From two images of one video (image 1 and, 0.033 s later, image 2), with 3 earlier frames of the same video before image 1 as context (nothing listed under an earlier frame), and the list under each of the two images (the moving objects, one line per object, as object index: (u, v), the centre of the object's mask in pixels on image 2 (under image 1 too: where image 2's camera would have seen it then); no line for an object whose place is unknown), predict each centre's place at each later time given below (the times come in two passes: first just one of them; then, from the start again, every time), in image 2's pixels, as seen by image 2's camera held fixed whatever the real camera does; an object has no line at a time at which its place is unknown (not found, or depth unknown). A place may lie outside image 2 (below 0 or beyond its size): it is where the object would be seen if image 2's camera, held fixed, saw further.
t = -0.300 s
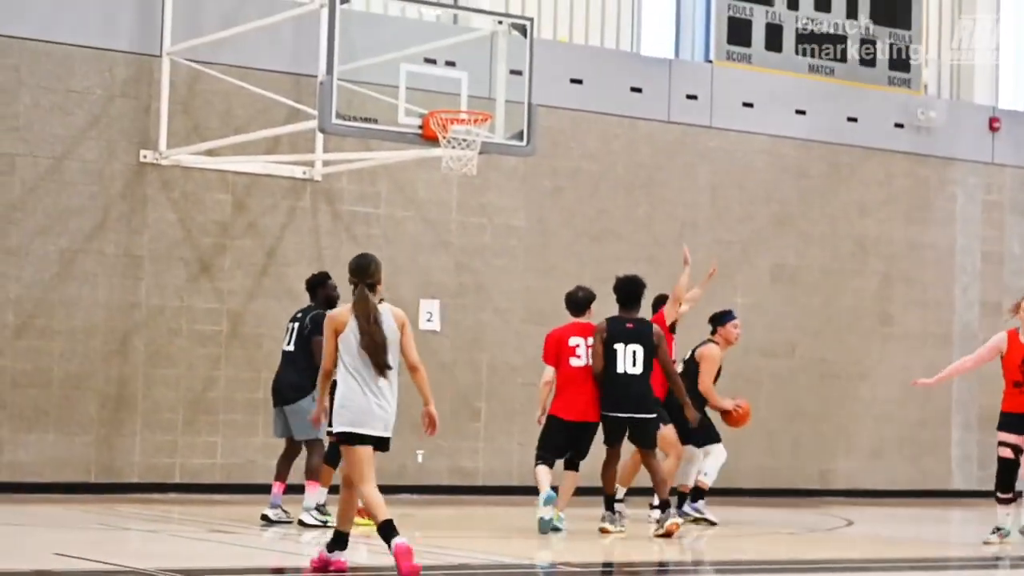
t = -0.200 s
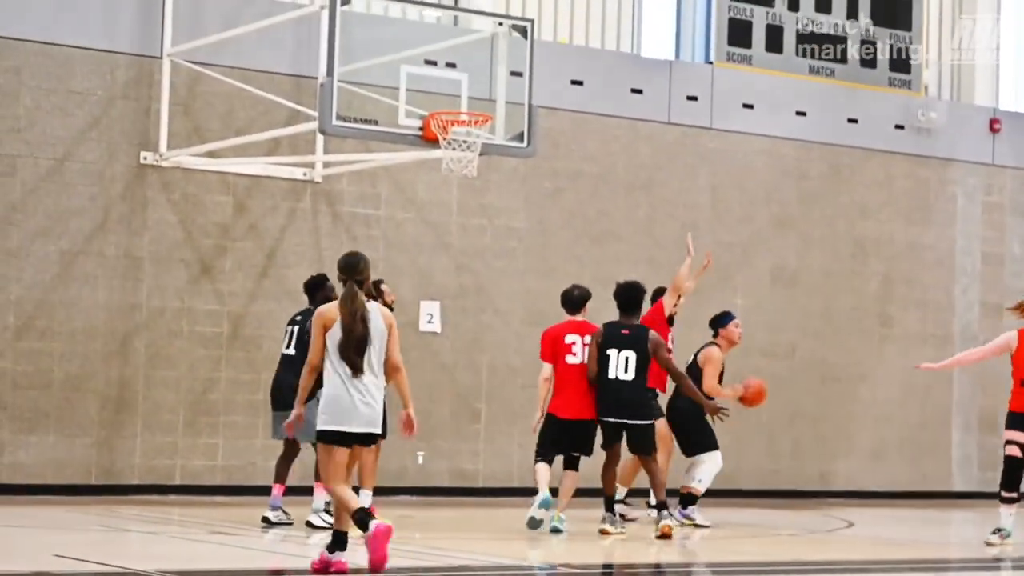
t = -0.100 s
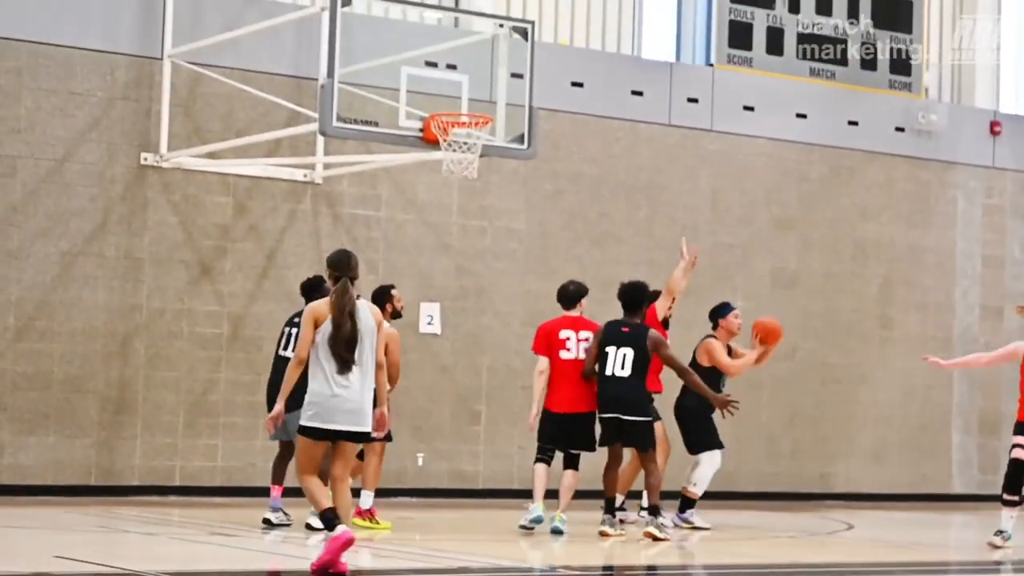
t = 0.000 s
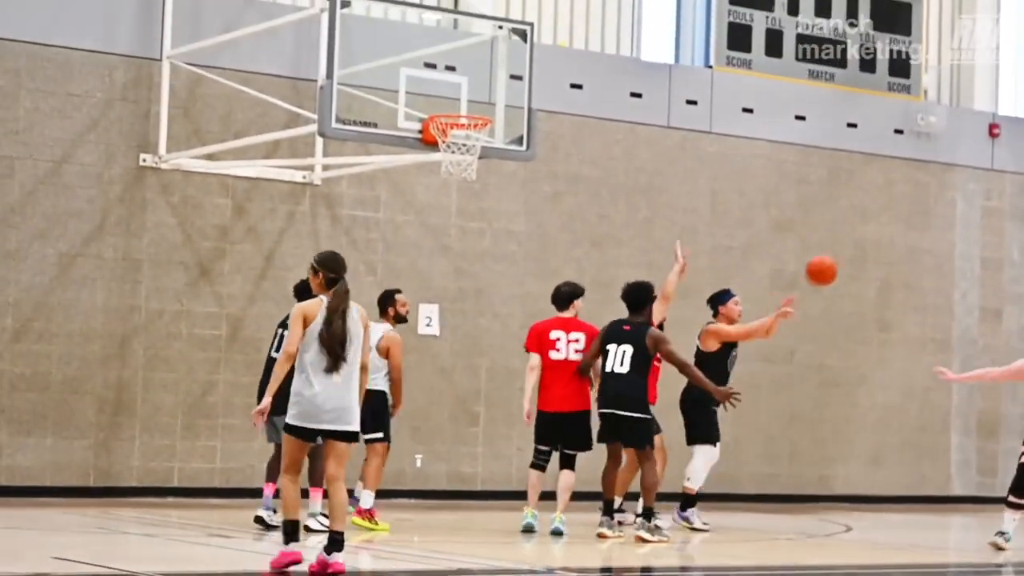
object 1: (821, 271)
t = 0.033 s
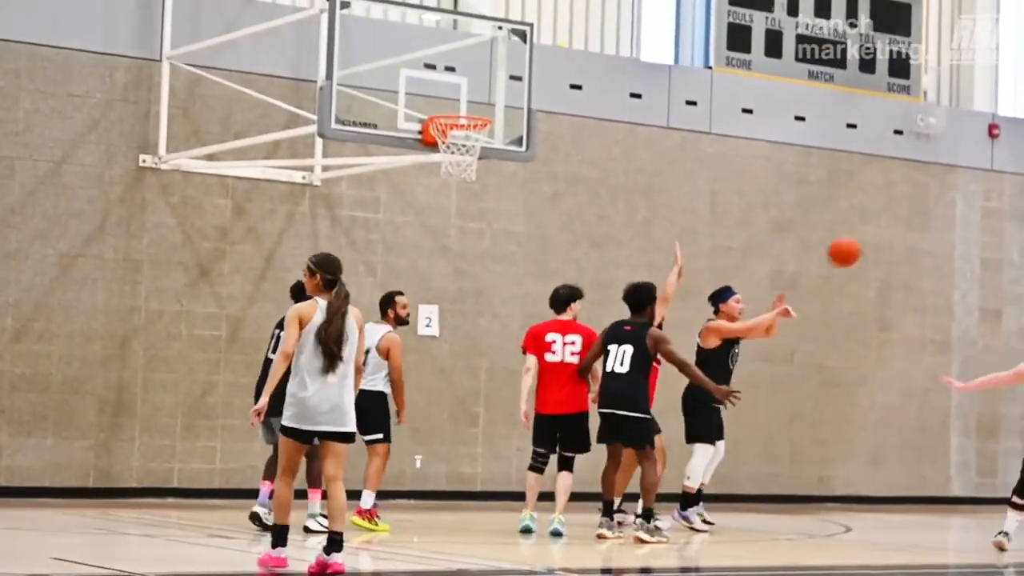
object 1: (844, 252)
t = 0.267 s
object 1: (1014, 149)
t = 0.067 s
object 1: (867, 233)
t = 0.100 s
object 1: (891, 217)
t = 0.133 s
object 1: (914, 200)
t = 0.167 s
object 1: (939, 186)
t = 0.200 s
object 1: (963, 172)
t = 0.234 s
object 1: (988, 160)
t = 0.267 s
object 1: (1014, 149)
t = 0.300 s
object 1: (1040, 140)
